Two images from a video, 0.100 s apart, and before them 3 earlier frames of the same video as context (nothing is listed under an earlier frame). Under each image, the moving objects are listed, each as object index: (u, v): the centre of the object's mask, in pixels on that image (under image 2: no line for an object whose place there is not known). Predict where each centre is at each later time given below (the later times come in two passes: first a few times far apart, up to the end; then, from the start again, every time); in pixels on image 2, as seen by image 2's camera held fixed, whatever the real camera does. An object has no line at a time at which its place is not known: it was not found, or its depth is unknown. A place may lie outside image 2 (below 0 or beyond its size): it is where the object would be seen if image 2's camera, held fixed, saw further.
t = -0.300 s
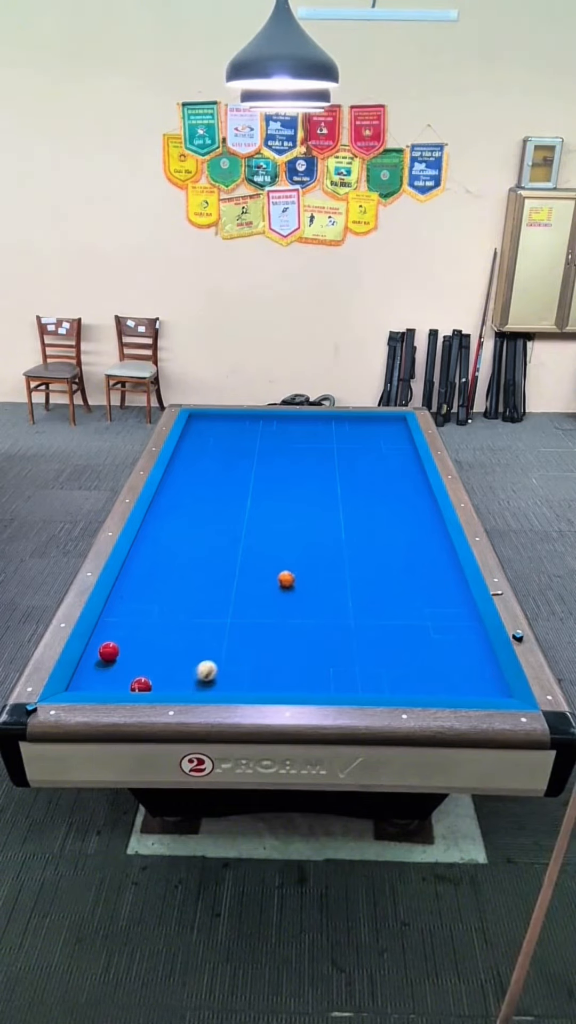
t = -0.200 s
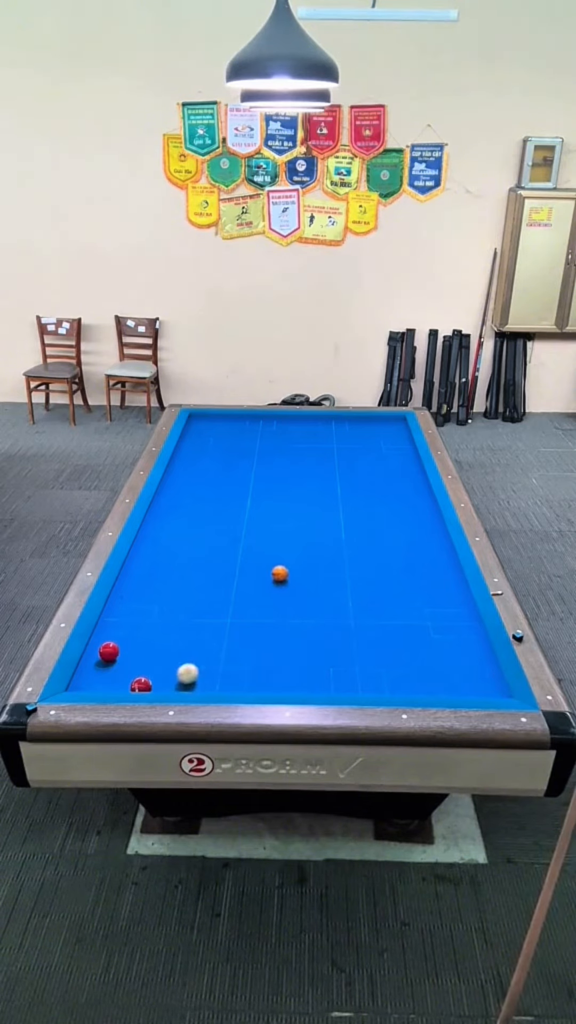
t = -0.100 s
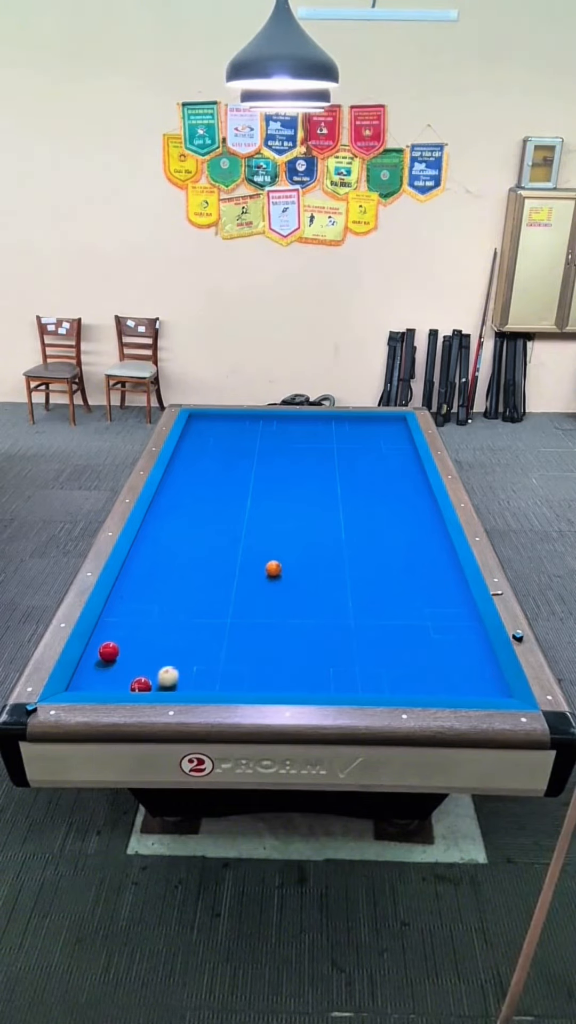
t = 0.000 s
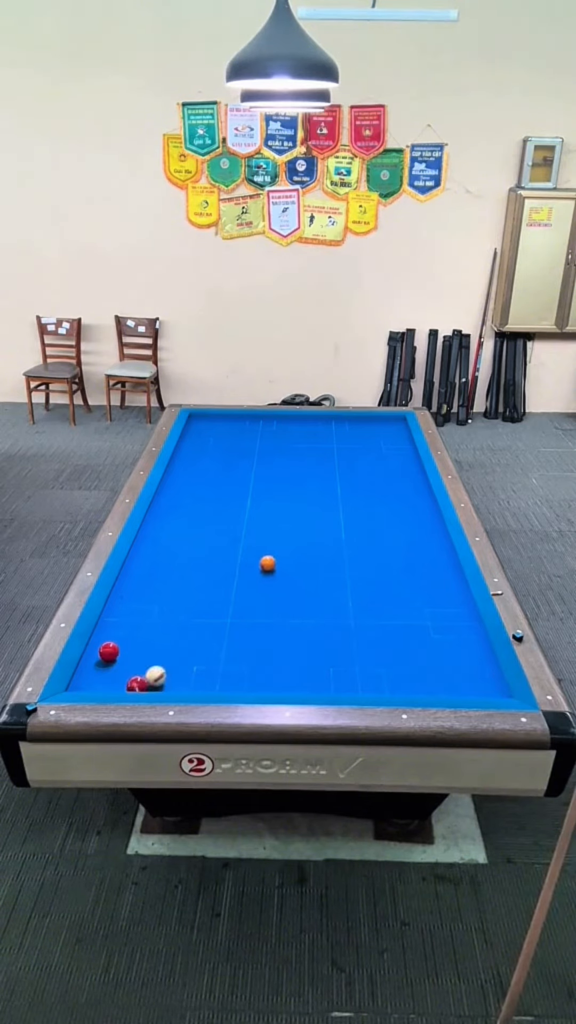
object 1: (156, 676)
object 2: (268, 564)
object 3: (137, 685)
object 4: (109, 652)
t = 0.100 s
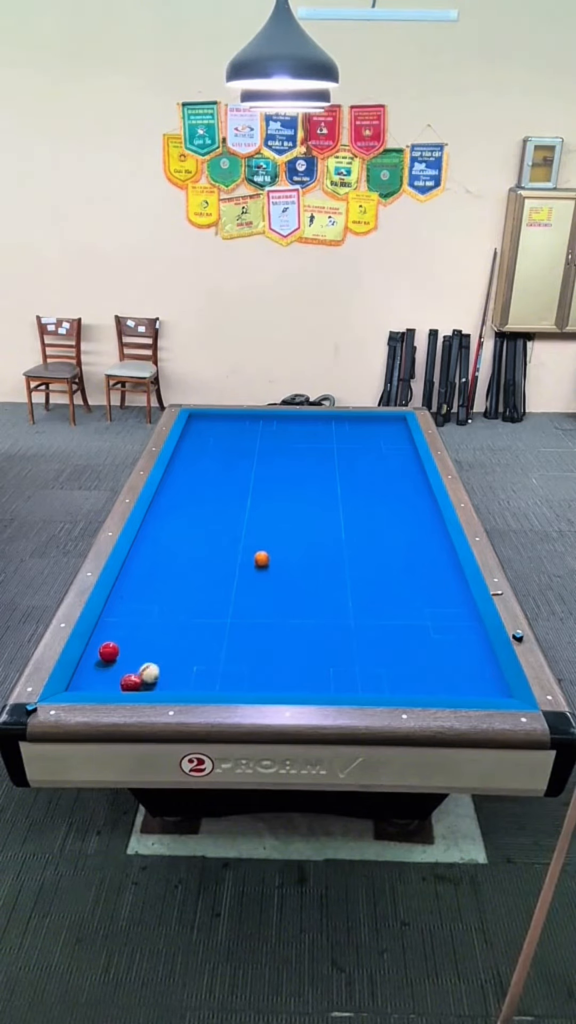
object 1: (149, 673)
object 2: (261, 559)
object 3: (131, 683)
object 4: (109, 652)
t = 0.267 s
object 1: (139, 668)
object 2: (253, 552)
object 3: (120, 681)
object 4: (109, 652)
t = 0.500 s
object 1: (127, 661)
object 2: (241, 542)
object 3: (107, 676)
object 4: (109, 652)
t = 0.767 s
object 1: (121, 658)
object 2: (228, 531)
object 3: (92, 671)
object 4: (103, 649)
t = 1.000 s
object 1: (120, 658)
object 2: (218, 523)
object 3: (91, 666)
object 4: (98, 645)
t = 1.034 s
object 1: (120, 658)
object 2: (217, 522)
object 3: (92, 665)
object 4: (97, 644)
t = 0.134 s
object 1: (147, 672)
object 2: (260, 558)
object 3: (128, 683)
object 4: (109, 652)
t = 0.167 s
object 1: (145, 671)
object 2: (258, 556)
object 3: (126, 682)
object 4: (109, 652)
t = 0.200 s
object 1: (143, 670)
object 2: (256, 554)
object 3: (125, 682)
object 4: (109, 652)
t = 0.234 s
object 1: (141, 669)
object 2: (254, 553)
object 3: (123, 682)
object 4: (109, 652)
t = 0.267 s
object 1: (139, 668)
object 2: (253, 552)
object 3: (120, 681)
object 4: (109, 652)
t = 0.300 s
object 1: (137, 667)
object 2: (251, 550)
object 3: (118, 681)
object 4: (109, 652)
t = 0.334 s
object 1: (136, 666)
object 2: (249, 549)
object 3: (116, 680)
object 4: (109, 652)
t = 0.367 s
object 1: (134, 665)
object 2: (247, 547)
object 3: (114, 679)
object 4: (109, 652)
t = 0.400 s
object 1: (132, 664)
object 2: (246, 546)
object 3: (112, 678)
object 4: (109, 652)
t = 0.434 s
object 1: (130, 663)
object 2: (244, 545)
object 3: (110, 678)
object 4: (109, 652)
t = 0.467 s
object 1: (128, 662)
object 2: (242, 543)
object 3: (108, 676)
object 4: (109, 652)
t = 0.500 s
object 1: (127, 661)
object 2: (241, 542)
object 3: (107, 676)
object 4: (109, 652)
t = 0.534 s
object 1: (125, 660)
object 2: (239, 540)
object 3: (105, 675)
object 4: (108, 652)
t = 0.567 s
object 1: (123, 659)
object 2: (237, 539)
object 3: (103, 674)
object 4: (108, 651)
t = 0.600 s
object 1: (123, 659)
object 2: (236, 538)
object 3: (101, 673)
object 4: (107, 651)
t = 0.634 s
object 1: (122, 659)
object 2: (234, 536)
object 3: (99, 673)
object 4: (106, 650)
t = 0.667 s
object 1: (122, 658)
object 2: (233, 535)
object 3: (97, 672)
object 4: (106, 650)
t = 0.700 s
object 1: (122, 658)
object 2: (231, 534)
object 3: (95, 671)
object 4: (105, 650)
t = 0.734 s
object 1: (122, 658)
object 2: (230, 533)
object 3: (93, 671)
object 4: (104, 649)
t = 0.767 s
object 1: (121, 658)
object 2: (228, 531)
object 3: (92, 671)
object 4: (103, 649)
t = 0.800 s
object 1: (121, 658)
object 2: (227, 530)
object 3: (90, 670)
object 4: (103, 648)
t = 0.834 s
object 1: (121, 658)
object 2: (225, 529)
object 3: (88, 669)
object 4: (102, 647)
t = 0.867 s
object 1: (121, 658)
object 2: (224, 528)
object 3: (87, 669)
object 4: (101, 647)
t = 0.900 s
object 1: (121, 658)
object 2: (223, 526)
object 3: (87, 668)
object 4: (100, 646)
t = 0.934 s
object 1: (121, 658)
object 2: (221, 525)
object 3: (88, 667)
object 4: (100, 646)
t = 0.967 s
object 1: (120, 658)
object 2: (220, 524)
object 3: (90, 666)
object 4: (99, 645)
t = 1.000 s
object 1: (120, 658)
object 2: (218, 523)
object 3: (91, 666)
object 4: (98, 645)
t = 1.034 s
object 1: (120, 658)
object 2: (217, 522)
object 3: (92, 665)
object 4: (97, 644)
